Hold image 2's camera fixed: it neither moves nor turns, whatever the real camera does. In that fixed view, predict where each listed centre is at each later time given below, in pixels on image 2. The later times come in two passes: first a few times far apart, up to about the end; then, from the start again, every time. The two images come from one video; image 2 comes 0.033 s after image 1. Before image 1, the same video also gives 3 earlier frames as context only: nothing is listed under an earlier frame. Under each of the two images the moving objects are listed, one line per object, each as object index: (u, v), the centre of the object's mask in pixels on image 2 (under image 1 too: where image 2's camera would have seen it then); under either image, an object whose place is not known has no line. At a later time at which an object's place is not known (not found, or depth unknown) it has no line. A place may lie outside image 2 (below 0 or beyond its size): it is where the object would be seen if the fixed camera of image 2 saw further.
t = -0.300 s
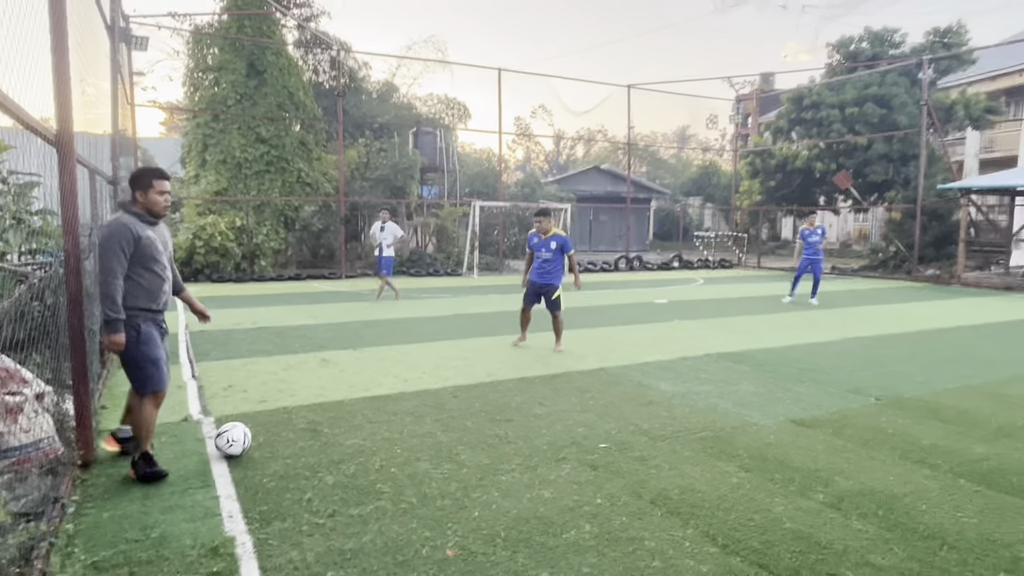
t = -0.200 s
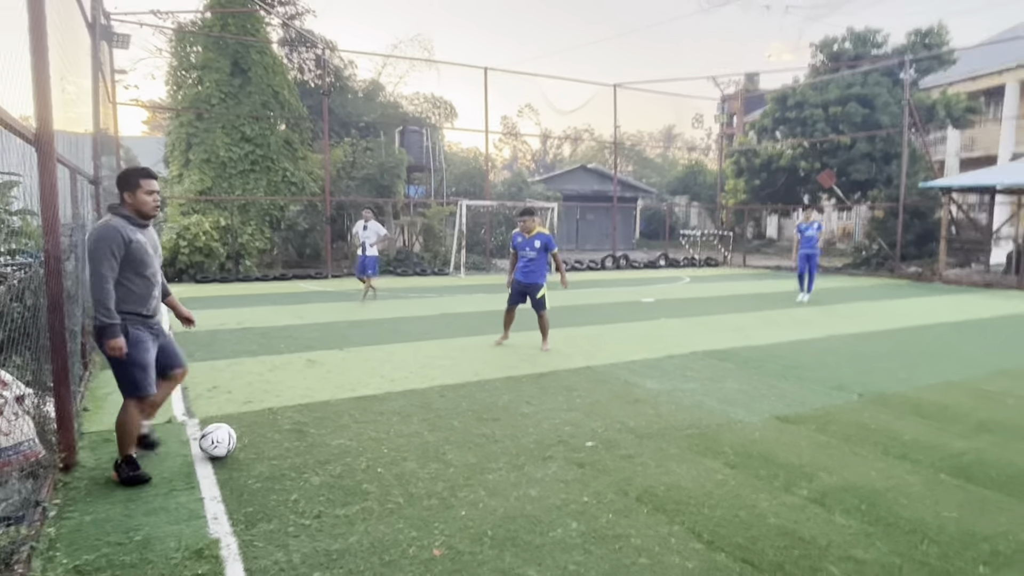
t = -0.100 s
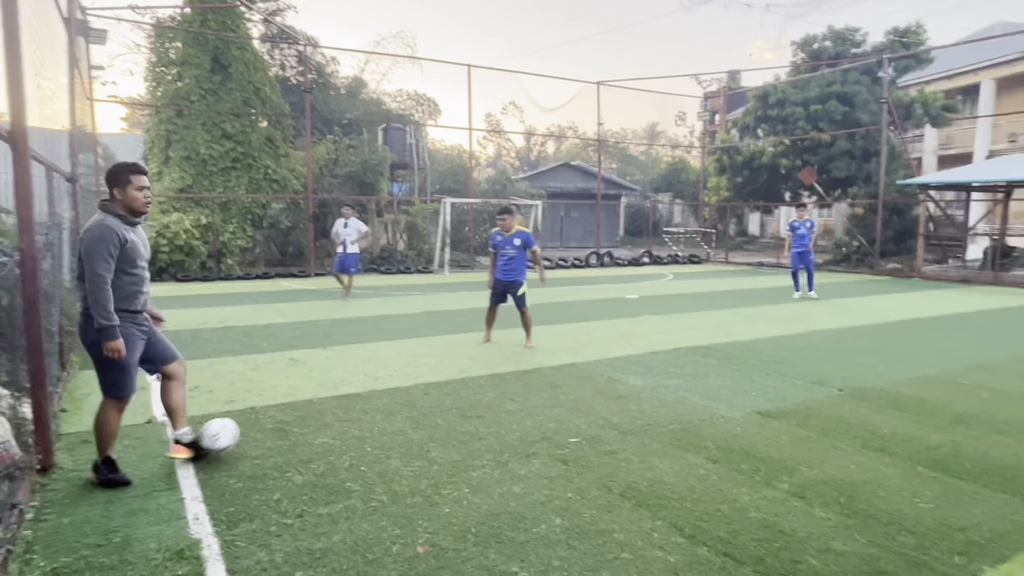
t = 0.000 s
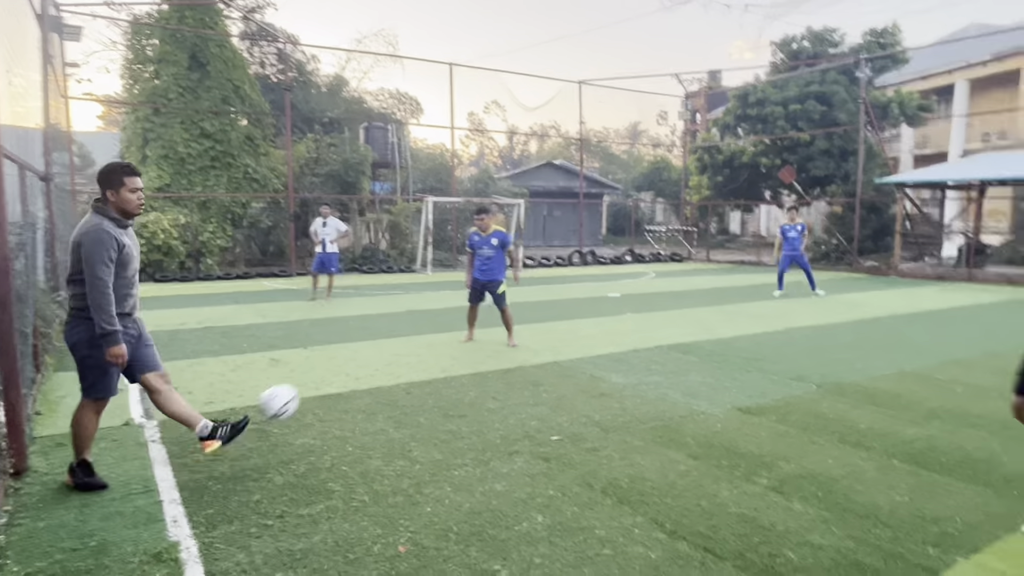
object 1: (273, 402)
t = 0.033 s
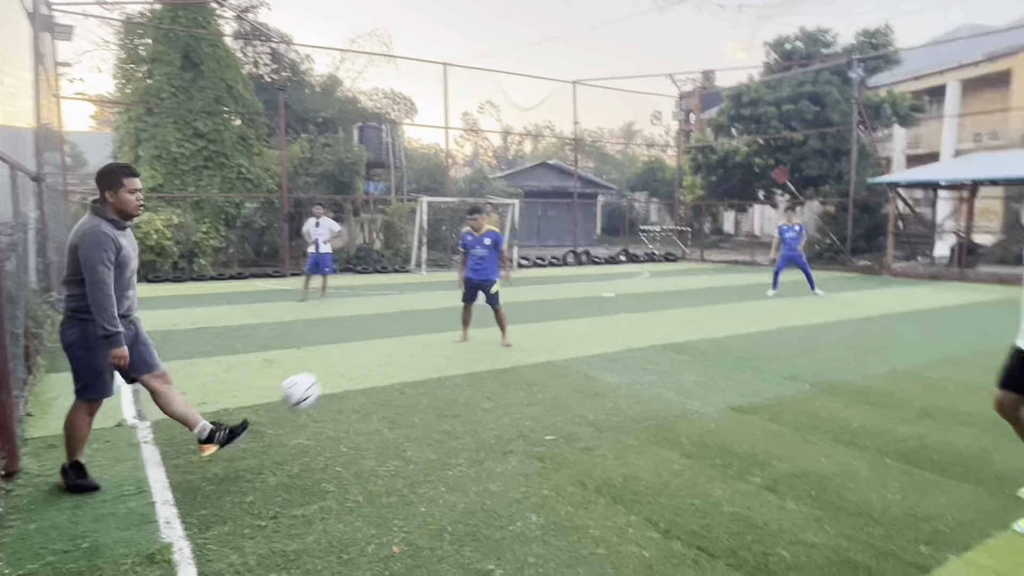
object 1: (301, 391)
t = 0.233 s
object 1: (464, 360)
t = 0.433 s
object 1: (624, 392)
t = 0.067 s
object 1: (328, 380)
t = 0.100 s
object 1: (355, 373)
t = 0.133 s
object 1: (383, 367)
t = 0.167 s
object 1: (410, 363)
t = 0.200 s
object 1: (436, 360)
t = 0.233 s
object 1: (464, 360)
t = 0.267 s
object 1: (491, 361)
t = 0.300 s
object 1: (518, 364)
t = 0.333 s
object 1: (545, 368)
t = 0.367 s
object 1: (571, 374)
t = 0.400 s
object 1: (597, 381)
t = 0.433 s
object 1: (624, 392)
